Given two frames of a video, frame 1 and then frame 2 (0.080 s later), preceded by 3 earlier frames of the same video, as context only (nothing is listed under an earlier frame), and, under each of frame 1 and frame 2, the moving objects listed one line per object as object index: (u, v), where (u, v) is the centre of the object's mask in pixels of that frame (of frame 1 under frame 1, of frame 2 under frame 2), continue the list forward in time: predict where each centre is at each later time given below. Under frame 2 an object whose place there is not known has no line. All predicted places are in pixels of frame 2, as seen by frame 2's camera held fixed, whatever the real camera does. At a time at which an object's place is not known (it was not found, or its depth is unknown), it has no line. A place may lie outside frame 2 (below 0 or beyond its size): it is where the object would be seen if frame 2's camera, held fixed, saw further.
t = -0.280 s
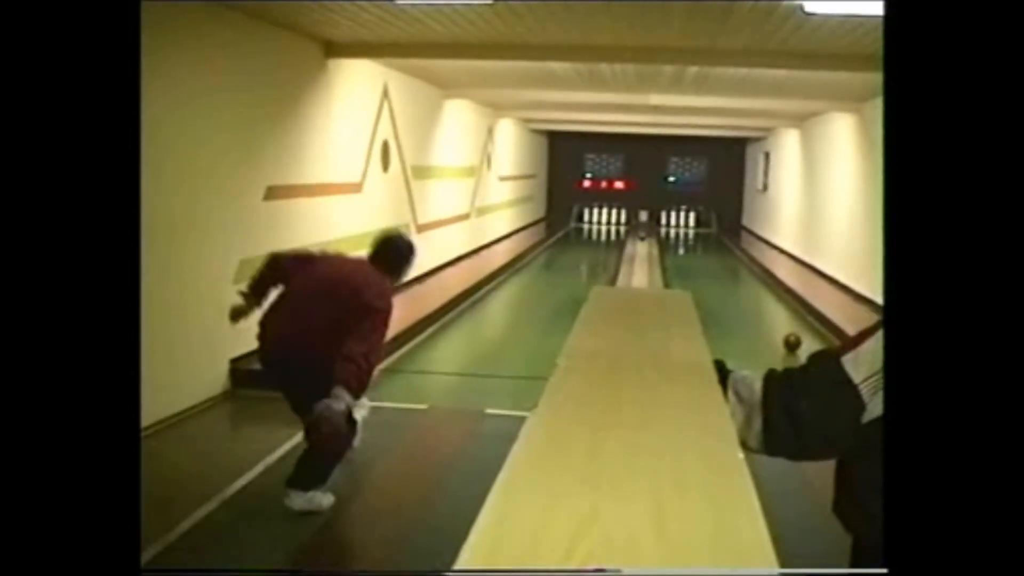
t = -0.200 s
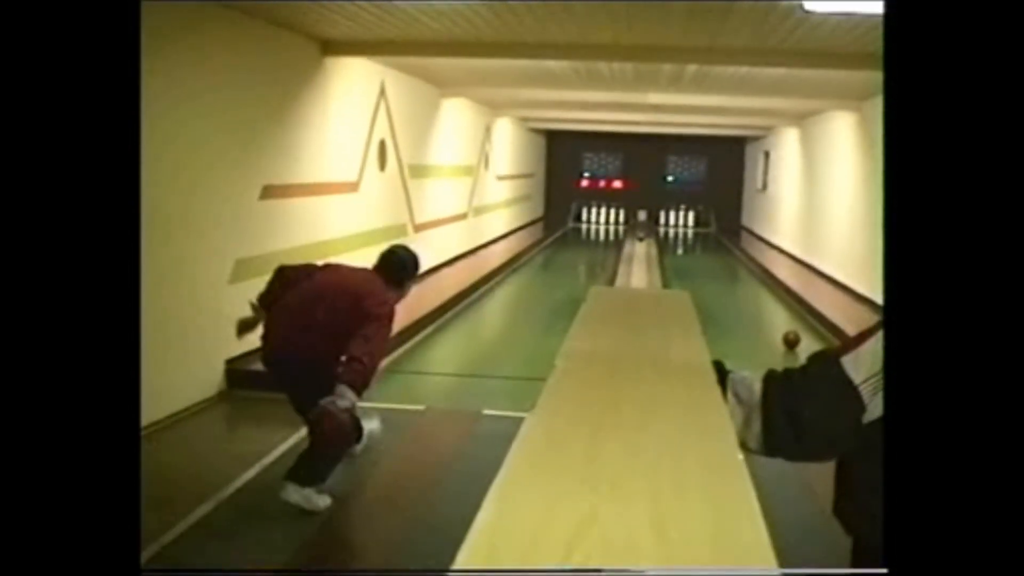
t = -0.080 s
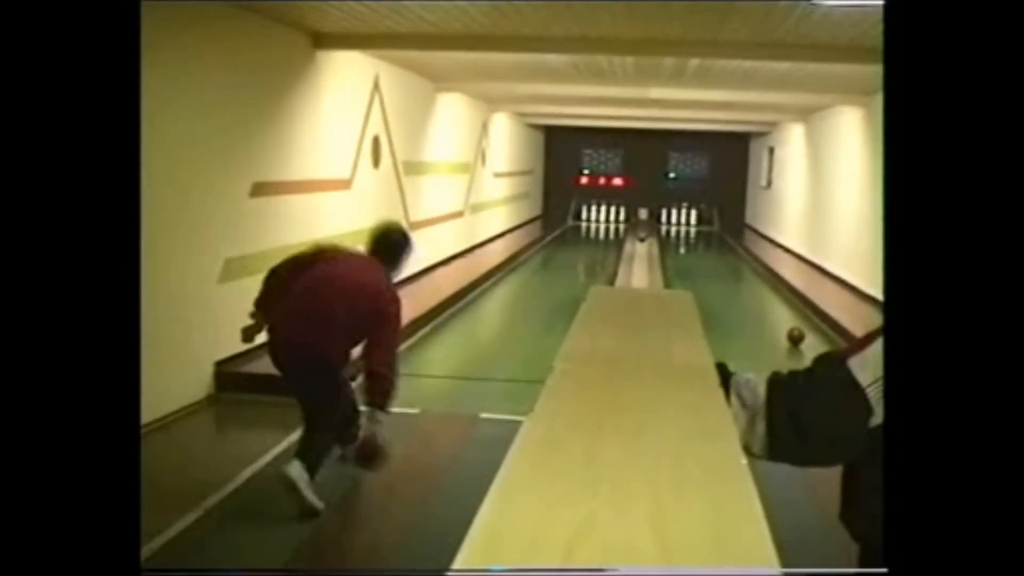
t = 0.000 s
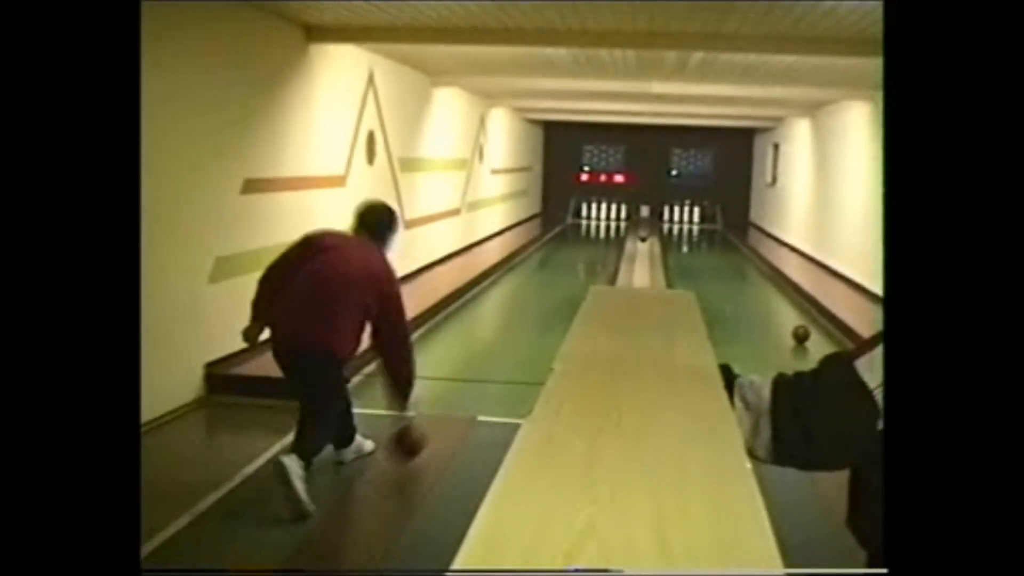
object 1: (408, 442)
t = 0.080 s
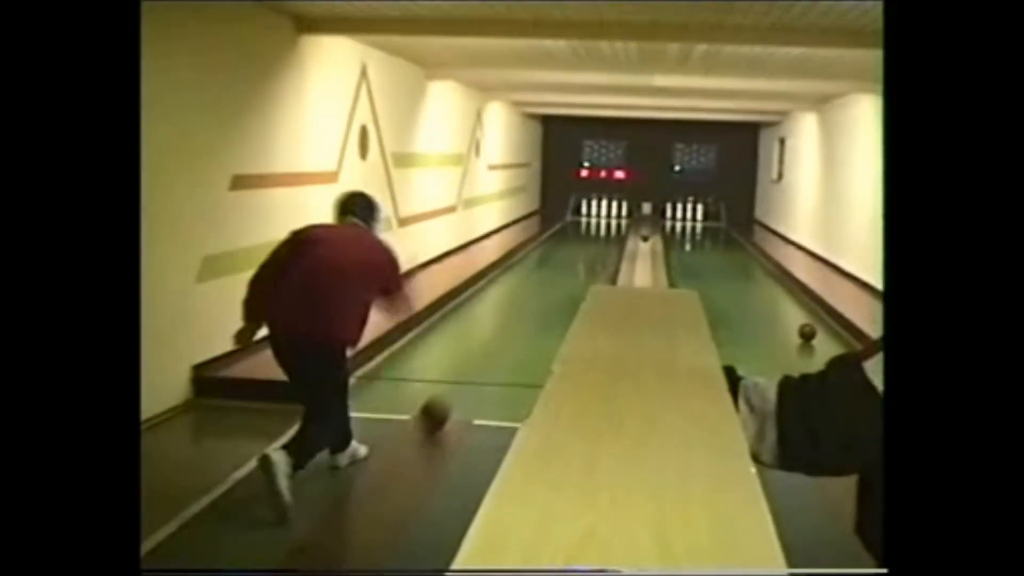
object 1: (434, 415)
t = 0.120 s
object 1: (447, 402)
